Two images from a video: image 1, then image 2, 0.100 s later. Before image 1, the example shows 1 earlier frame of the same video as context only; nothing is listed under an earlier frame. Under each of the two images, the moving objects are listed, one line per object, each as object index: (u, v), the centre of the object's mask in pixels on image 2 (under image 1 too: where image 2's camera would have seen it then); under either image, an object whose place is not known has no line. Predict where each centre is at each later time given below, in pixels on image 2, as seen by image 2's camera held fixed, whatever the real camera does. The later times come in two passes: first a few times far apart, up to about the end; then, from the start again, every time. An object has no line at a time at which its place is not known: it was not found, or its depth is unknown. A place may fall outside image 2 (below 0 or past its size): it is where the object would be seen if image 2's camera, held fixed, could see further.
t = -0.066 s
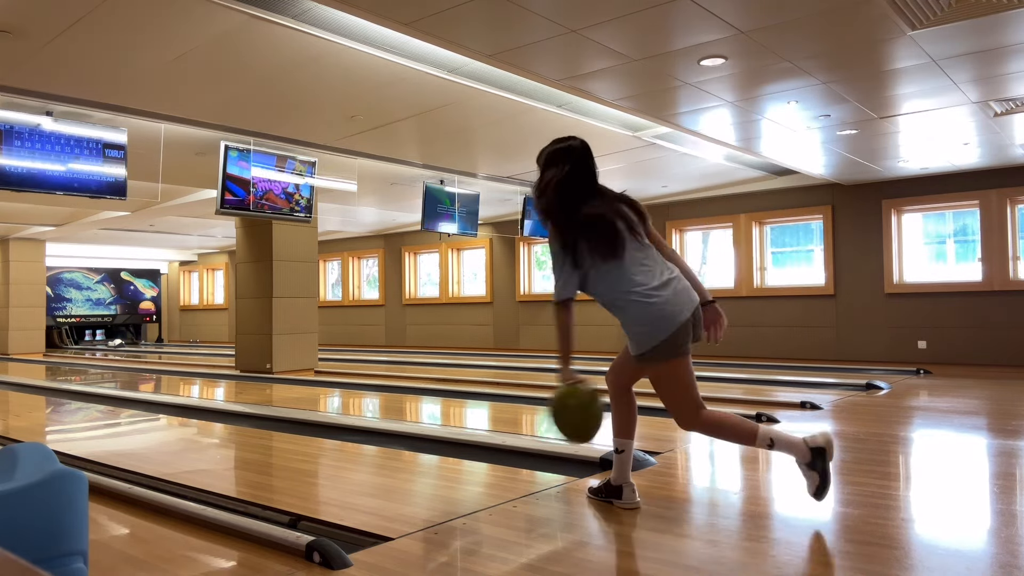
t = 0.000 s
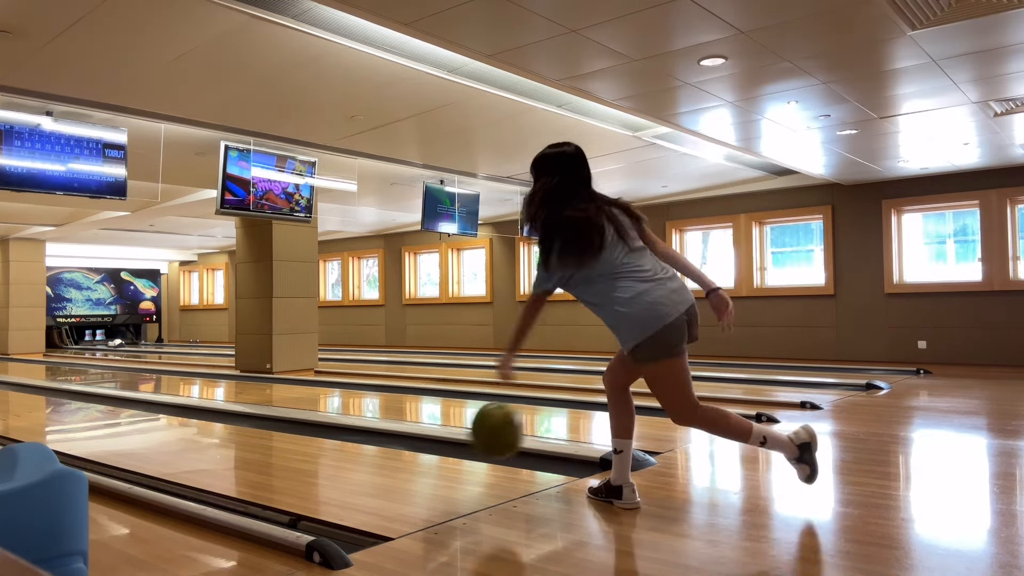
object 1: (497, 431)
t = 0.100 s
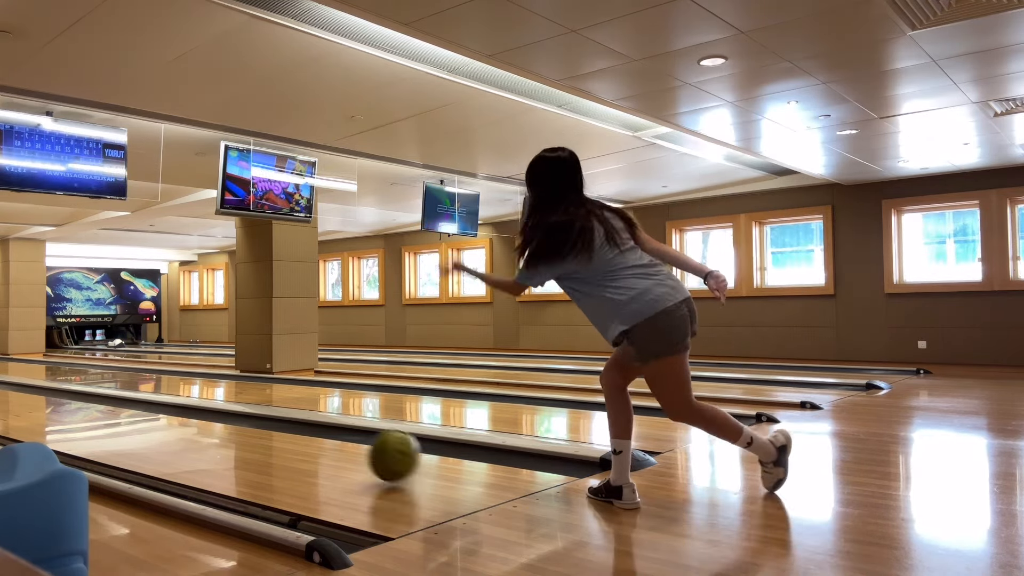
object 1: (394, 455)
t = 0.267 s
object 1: (264, 437)
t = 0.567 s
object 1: (108, 417)
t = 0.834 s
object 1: (18, 404)
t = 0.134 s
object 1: (365, 446)
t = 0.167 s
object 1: (337, 440)
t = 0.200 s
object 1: (311, 437)
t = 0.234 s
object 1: (287, 436)
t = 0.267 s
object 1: (264, 437)
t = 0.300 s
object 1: (242, 437)
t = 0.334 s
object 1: (222, 432)
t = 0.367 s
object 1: (203, 428)
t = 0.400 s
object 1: (185, 428)
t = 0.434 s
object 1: (168, 426)
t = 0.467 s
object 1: (151, 424)
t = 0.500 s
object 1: (136, 422)
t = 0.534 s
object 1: (121, 420)
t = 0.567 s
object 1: (108, 417)
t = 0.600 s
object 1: (95, 415)
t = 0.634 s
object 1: (82, 414)
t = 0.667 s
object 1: (70, 412)
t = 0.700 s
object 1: (59, 410)
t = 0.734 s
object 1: (48, 409)
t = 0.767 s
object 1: (38, 407)
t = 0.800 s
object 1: (28, 405)
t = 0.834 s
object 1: (18, 404)
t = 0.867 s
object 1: (12, 402)
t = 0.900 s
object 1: (8, 400)
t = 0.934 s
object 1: (4, 399)
